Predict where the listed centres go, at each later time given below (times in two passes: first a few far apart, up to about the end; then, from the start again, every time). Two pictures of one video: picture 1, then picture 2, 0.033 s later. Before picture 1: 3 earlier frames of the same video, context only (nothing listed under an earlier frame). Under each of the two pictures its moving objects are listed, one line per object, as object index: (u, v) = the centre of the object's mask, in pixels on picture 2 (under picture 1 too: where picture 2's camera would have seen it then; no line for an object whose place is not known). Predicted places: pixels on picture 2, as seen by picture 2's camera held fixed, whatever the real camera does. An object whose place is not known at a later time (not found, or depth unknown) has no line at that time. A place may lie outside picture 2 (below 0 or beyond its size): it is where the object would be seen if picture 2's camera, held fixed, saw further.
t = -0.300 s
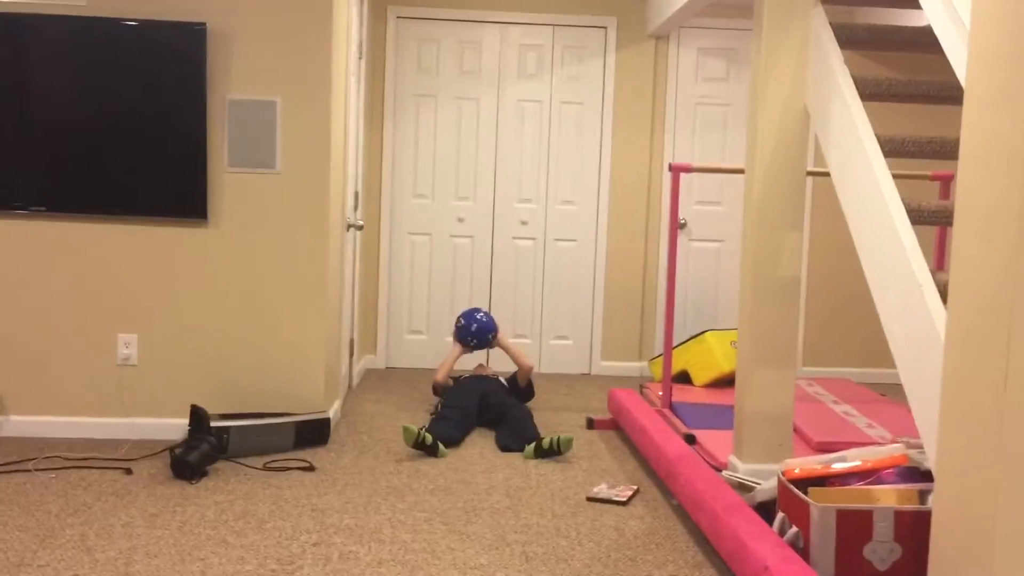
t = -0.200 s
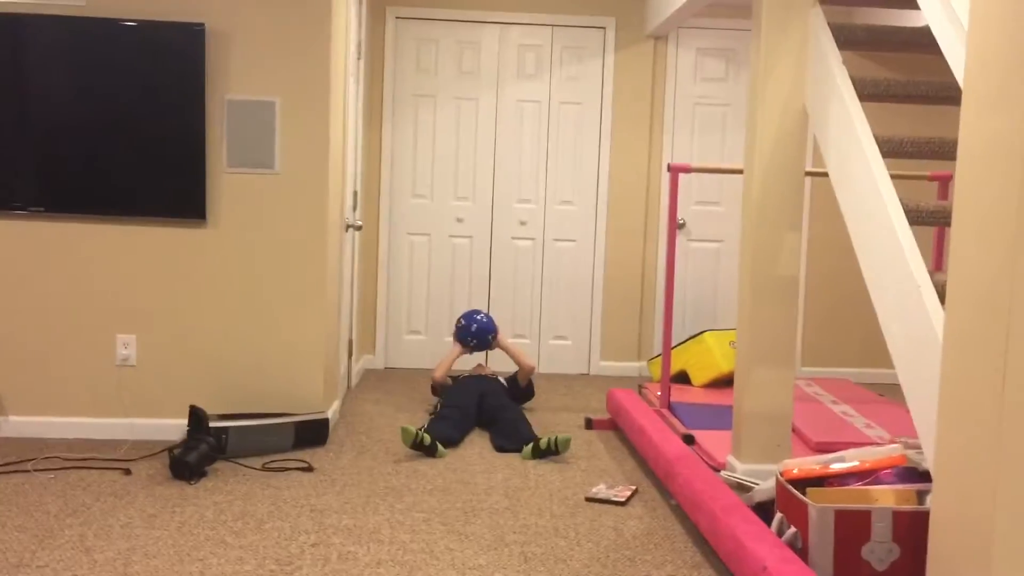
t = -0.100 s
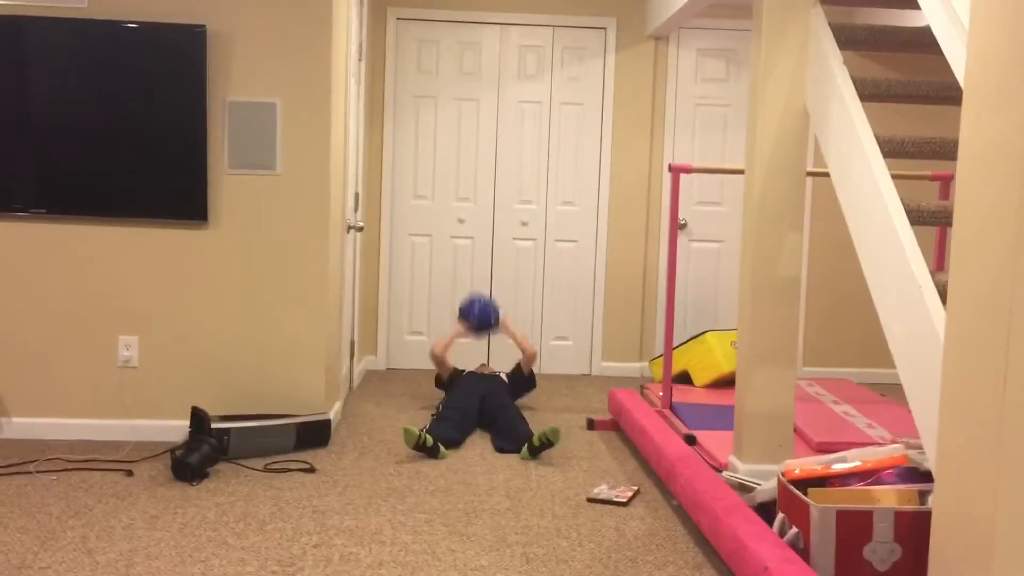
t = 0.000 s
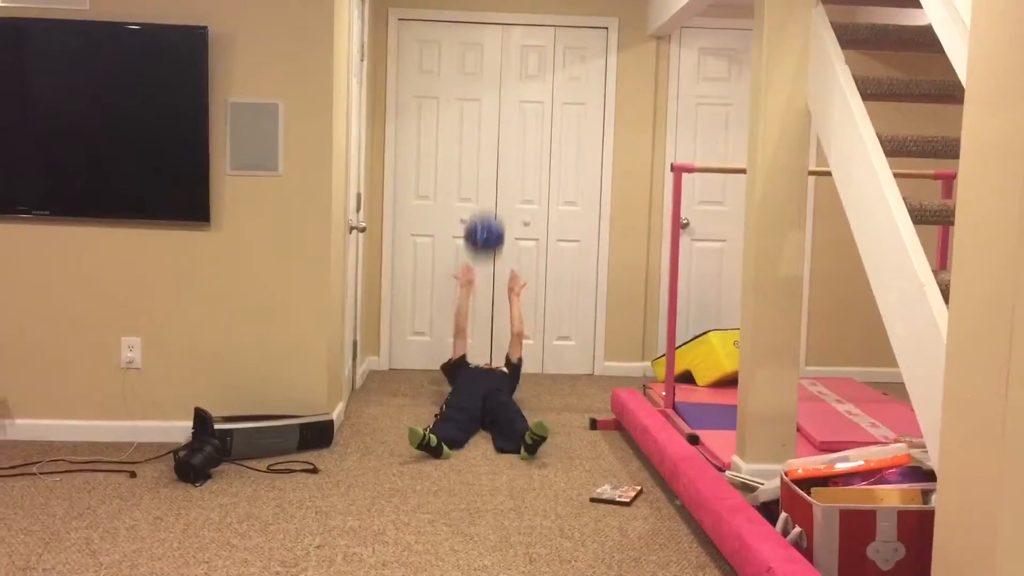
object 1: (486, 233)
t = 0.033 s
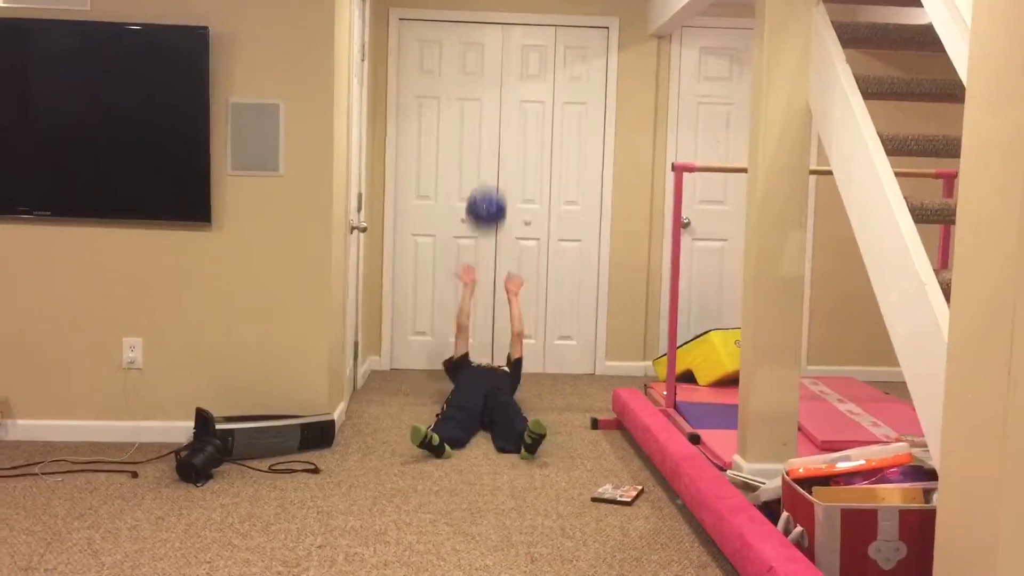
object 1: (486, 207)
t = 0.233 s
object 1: (489, 98)
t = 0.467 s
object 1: (489, 65)
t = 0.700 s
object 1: (488, 94)
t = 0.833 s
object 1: (485, 156)
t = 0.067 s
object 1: (487, 183)
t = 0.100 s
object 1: (488, 161)
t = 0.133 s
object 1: (488, 142)
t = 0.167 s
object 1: (489, 126)
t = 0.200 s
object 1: (489, 111)
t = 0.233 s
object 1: (489, 98)
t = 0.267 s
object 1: (489, 89)
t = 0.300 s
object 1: (490, 81)
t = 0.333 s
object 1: (490, 74)
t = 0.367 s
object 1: (490, 70)
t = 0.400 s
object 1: (490, 68)
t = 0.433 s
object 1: (490, 68)
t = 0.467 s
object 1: (489, 65)
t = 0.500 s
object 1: (490, 63)
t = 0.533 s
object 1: (489, 64)
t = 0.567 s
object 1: (489, 66)
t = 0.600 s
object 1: (489, 70)
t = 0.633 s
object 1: (489, 76)
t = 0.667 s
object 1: (488, 83)
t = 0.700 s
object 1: (488, 94)
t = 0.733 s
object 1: (487, 106)
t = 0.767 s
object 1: (487, 121)
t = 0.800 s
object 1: (486, 137)
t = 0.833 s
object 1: (485, 156)
